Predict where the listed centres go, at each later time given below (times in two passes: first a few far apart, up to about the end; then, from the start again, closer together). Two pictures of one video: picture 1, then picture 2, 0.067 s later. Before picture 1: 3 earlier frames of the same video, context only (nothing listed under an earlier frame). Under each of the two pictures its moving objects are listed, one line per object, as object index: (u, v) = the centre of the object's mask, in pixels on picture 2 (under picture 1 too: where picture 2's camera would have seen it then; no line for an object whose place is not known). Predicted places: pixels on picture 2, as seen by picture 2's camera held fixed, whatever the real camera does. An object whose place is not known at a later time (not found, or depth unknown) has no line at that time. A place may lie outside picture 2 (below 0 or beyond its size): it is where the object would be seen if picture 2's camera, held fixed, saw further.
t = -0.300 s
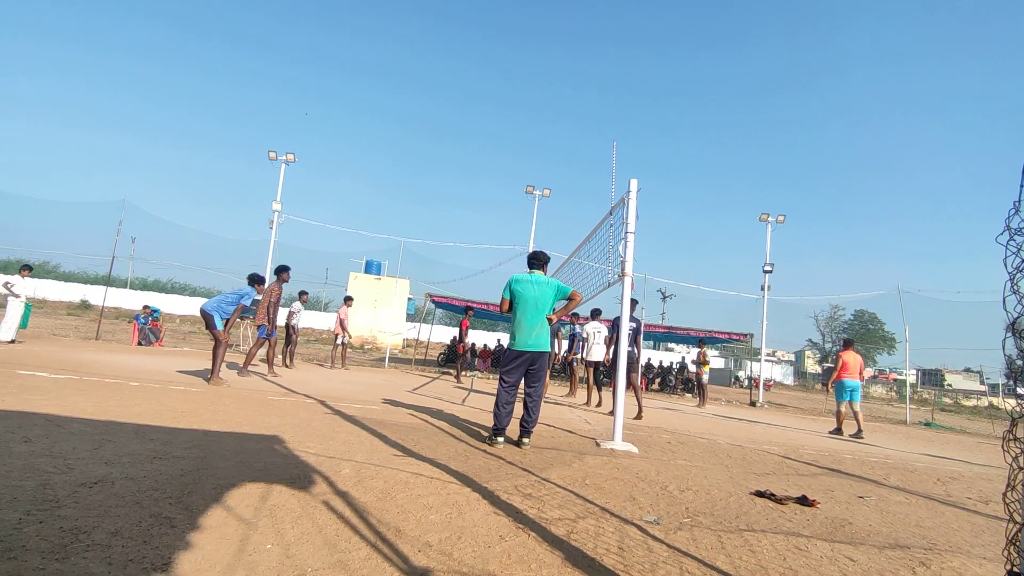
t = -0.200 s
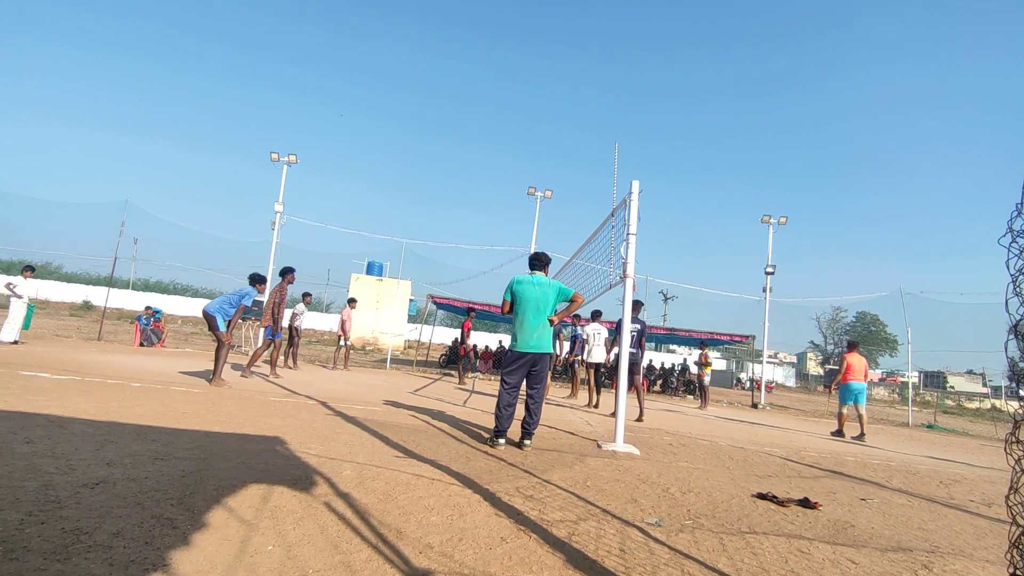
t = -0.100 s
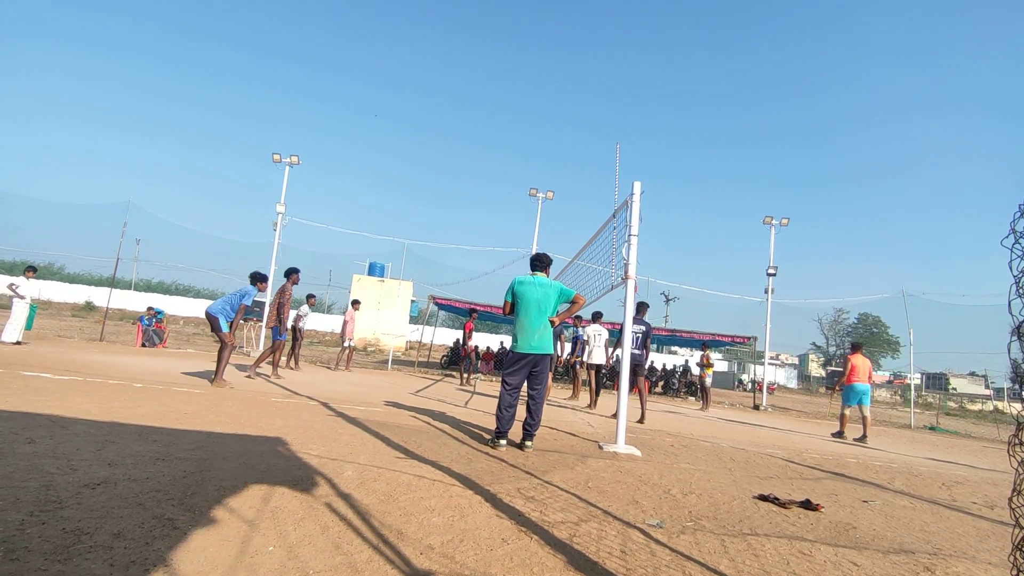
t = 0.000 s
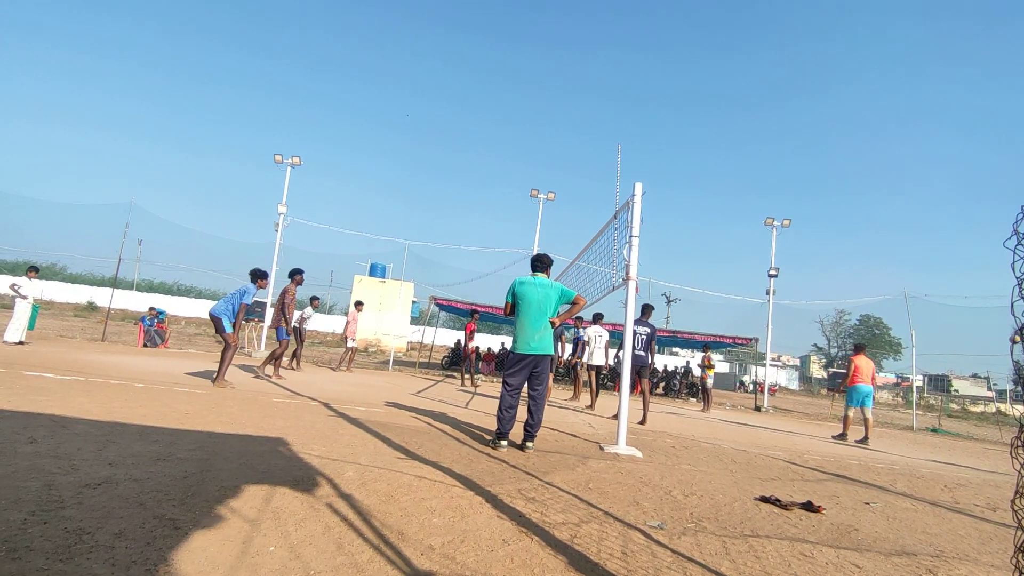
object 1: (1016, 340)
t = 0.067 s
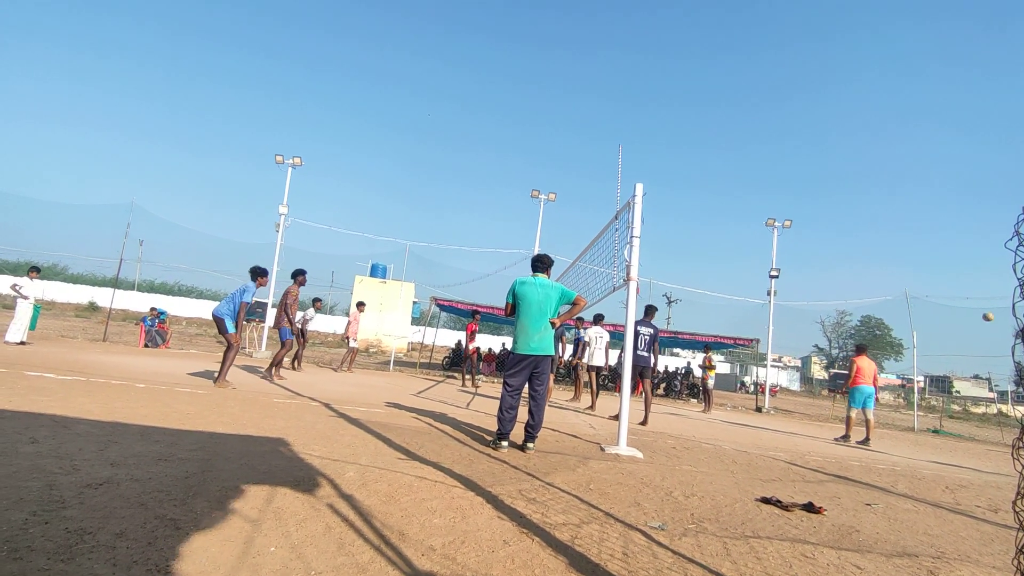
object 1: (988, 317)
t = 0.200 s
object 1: (932, 276)
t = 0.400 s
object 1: (851, 228)
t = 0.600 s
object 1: (771, 198)
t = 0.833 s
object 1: (669, 184)
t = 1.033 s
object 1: (571, 193)
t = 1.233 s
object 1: (459, 226)
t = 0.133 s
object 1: (960, 295)
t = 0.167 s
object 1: (946, 285)
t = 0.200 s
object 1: (932, 276)
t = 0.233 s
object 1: (918, 266)
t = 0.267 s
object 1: (905, 258)
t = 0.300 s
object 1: (891, 250)
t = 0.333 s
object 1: (878, 242)
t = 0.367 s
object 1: (865, 235)
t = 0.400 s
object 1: (851, 228)
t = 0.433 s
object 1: (838, 222)
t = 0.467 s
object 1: (825, 216)
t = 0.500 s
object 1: (811, 211)
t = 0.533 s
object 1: (798, 206)
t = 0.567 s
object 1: (785, 202)
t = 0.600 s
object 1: (771, 198)
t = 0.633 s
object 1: (757, 194)
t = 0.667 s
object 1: (743, 191)
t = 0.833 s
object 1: (669, 184)
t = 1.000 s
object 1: (588, 190)
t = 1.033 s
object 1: (571, 193)
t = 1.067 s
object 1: (553, 196)
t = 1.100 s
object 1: (536, 200)
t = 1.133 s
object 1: (517, 206)
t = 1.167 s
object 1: (498, 212)
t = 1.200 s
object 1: (479, 219)
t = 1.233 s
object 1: (459, 226)
